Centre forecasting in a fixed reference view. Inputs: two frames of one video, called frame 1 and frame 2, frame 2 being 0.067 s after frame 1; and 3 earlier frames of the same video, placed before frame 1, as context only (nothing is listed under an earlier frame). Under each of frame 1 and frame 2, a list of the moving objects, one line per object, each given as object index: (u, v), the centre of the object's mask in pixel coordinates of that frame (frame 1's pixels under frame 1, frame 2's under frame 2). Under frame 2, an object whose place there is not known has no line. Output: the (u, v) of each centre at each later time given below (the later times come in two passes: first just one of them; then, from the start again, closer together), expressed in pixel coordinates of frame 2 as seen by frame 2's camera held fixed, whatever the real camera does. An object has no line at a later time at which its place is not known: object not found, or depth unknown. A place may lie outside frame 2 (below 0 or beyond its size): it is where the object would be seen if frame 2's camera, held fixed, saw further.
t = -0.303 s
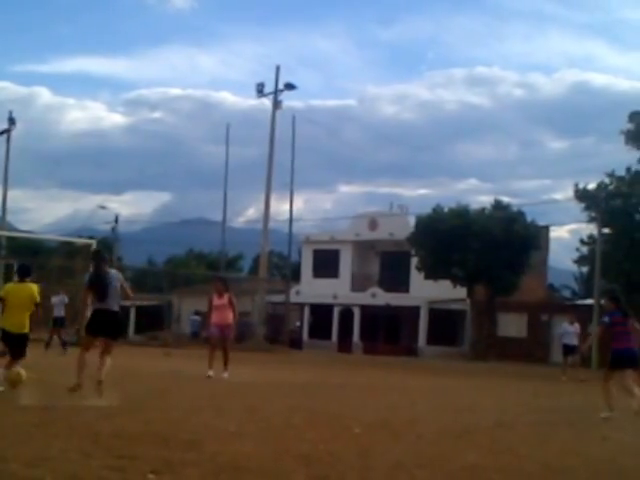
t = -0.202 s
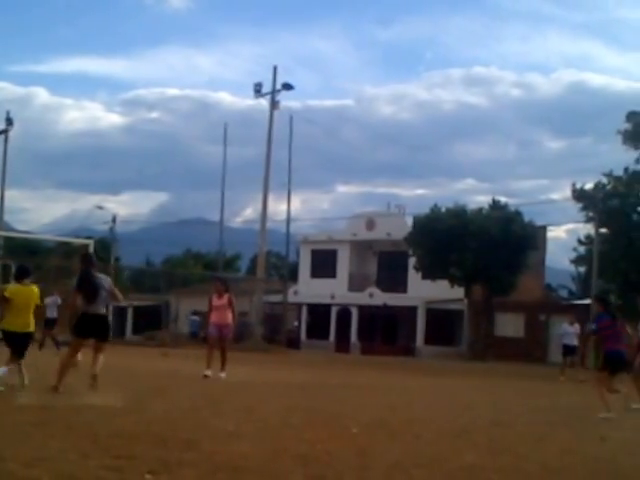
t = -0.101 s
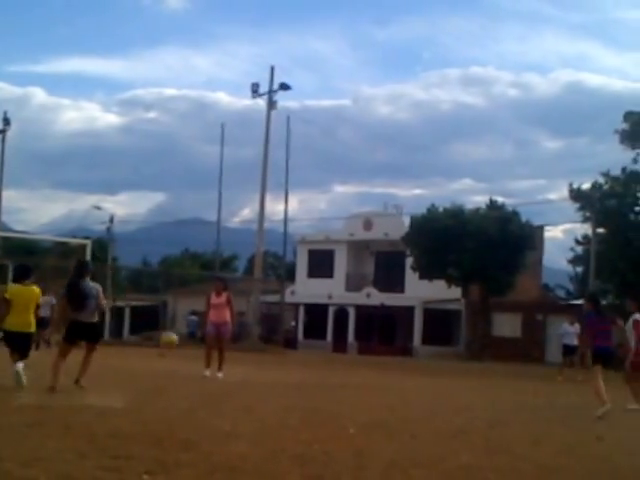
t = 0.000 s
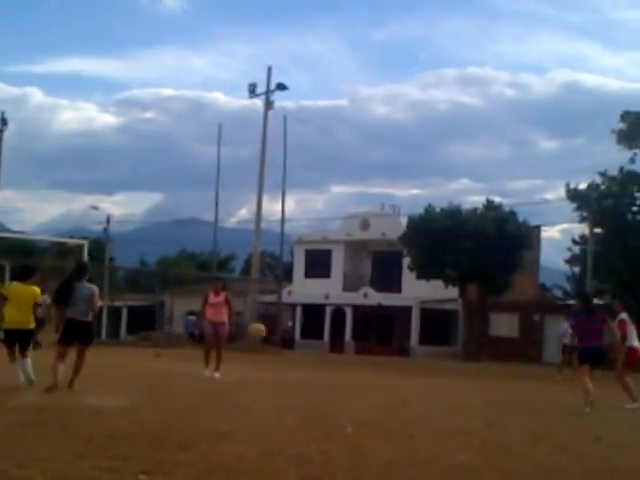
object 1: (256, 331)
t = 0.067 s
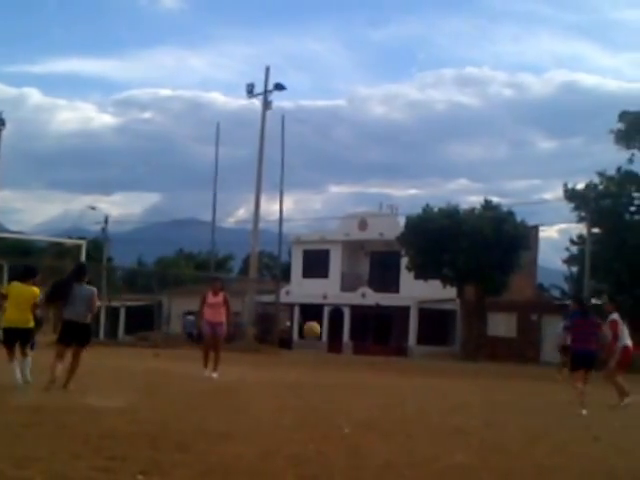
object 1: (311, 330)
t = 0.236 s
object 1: (446, 339)
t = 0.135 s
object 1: (365, 331)
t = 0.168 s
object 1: (395, 333)
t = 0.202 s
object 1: (421, 336)
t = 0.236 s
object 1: (446, 339)
